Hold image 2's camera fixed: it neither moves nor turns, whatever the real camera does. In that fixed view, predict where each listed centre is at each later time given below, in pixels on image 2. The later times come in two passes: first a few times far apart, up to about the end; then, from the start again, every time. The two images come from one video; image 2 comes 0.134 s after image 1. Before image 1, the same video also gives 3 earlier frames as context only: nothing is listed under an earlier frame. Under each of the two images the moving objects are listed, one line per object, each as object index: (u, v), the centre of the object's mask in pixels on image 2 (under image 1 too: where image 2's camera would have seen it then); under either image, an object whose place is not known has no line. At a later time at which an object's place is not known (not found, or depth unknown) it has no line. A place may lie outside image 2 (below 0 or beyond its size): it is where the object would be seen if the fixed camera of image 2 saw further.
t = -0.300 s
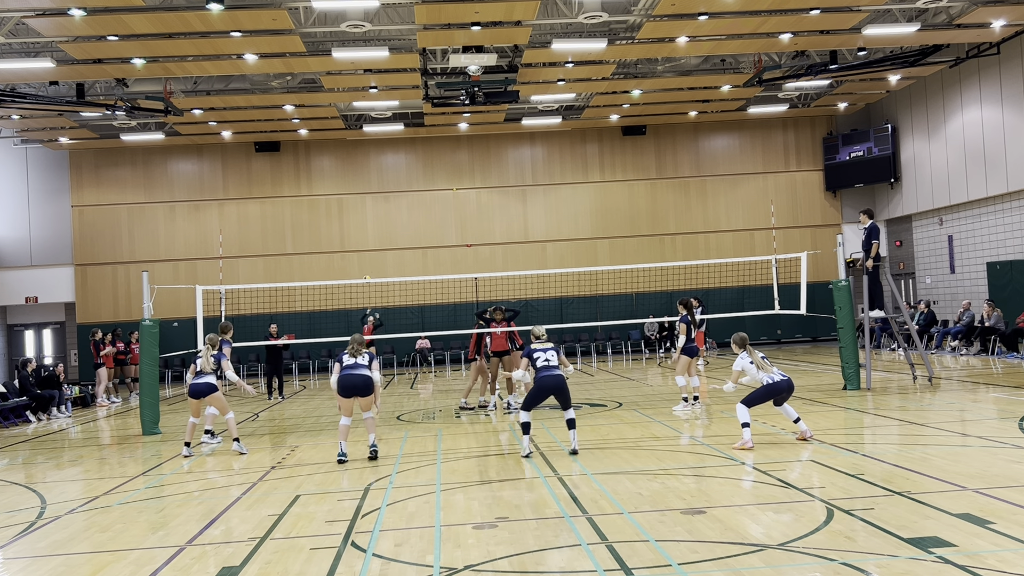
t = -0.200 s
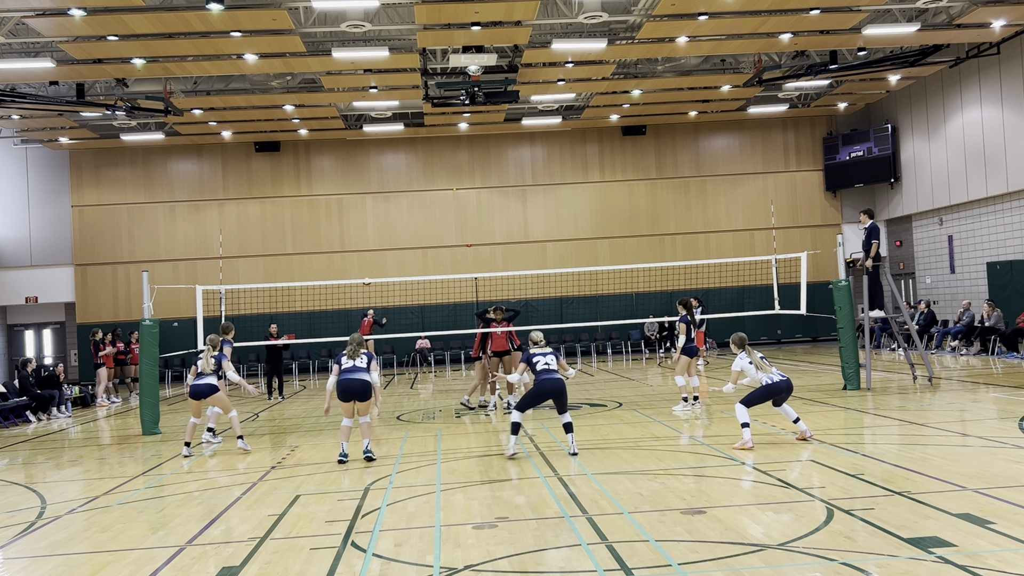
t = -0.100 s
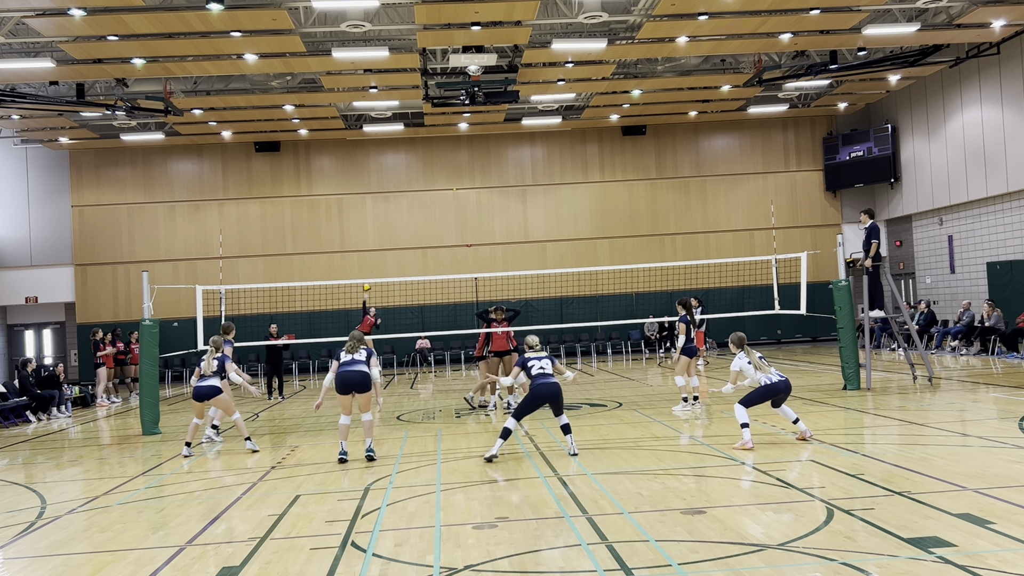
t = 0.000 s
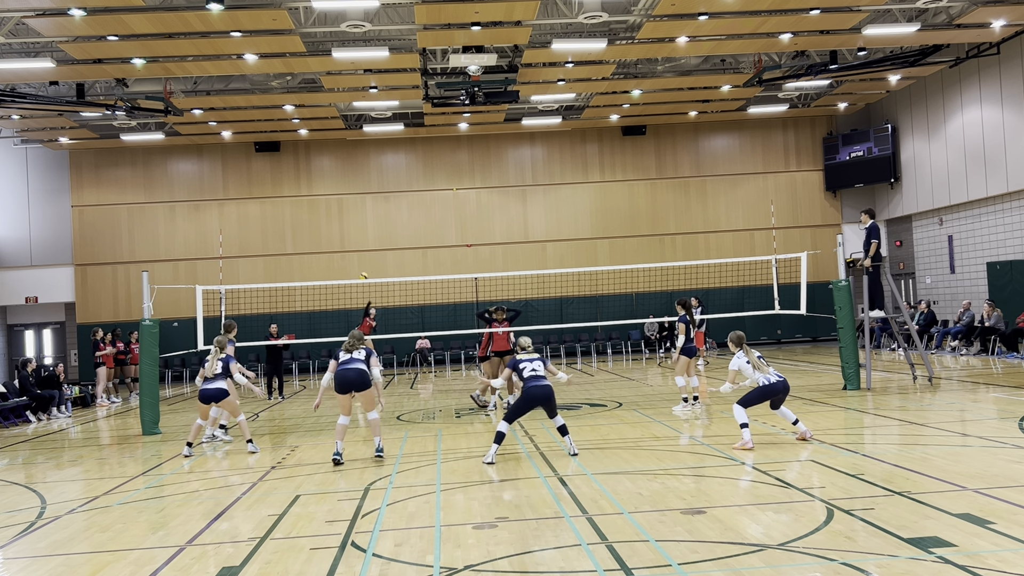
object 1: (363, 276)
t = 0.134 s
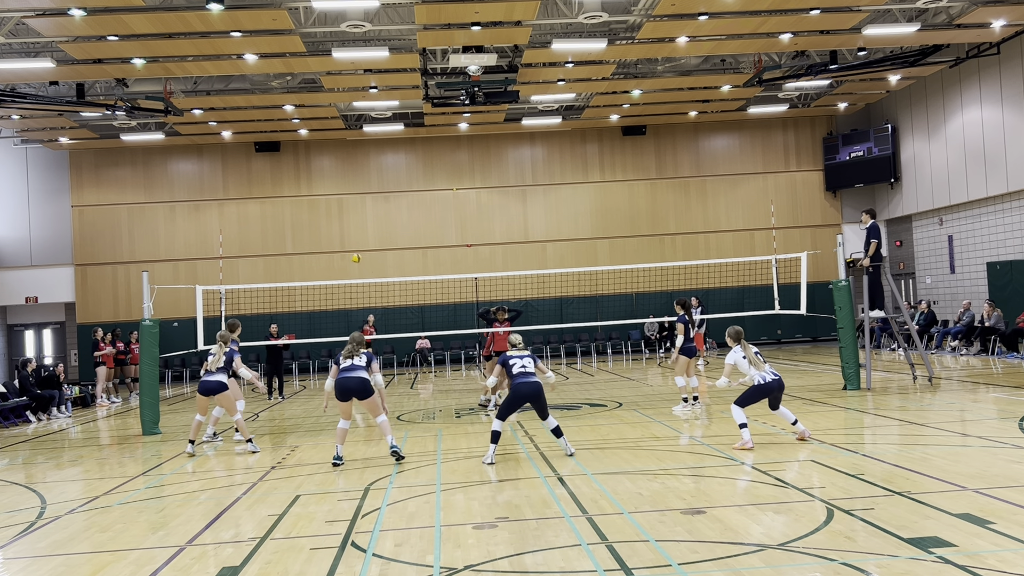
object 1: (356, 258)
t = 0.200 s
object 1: (352, 250)
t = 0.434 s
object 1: (333, 232)
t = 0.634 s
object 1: (315, 241)
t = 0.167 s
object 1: (354, 254)
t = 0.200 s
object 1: (352, 250)
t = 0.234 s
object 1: (350, 246)
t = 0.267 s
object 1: (347, 243)
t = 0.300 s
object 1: (344, 240)
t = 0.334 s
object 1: (342, 237)
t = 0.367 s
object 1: (339, 235)
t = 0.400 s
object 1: (336, 233)
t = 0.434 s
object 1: (333, 232)
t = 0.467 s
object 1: (330, 231)
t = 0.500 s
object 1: (326, 231)
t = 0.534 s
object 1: (323, 233)
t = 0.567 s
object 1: (320, 235)
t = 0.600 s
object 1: (317, 237)
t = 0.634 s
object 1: (315, 241)
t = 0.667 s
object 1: (312, 245)
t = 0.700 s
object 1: (309, 250)
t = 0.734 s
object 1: (305, 256)
